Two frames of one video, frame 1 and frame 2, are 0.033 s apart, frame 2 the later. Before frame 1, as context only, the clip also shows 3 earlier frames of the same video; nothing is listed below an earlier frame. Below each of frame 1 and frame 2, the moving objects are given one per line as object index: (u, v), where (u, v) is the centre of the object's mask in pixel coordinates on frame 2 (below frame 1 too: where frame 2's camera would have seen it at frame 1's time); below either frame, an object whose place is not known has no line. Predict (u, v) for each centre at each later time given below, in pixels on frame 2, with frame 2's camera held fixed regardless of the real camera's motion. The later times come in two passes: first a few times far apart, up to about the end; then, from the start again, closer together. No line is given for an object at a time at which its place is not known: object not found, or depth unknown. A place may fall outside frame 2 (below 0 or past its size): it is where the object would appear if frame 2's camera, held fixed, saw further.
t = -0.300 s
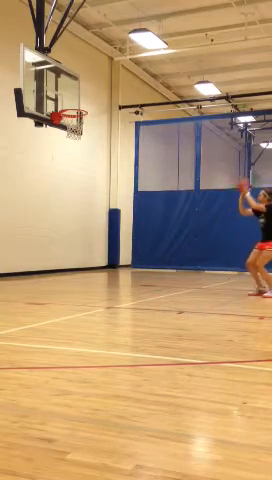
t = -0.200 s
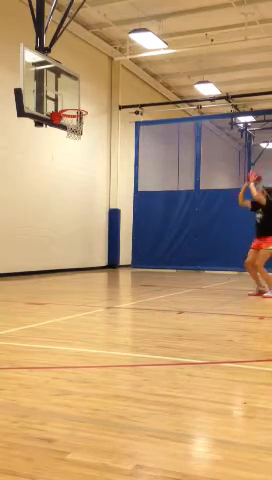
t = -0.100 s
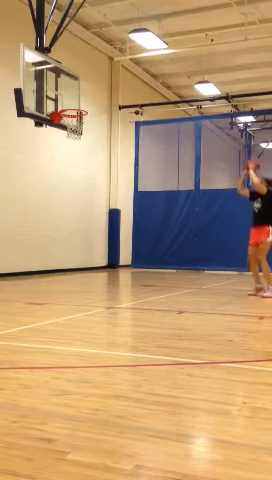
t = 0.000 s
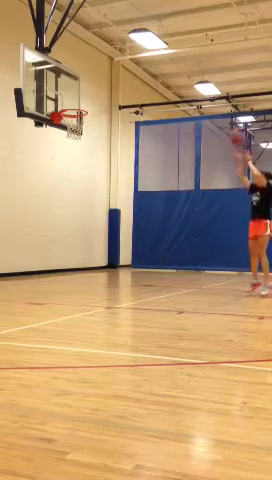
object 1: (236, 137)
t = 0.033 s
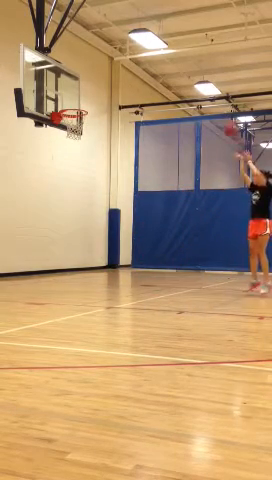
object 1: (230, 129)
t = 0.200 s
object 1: (195, 93)
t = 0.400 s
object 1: (154, 75)
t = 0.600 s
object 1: (115, 81)
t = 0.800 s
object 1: (77, 105)
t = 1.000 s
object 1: (72, 109)
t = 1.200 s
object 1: (82, 105)
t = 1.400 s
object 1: (79, 107)
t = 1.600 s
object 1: (67, 119)
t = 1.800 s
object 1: (64, 137)
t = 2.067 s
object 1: (66, 183)
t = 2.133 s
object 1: (66, 200)
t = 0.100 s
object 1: (216, 113)
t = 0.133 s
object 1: (209, 107)
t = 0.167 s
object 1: (202, 100)
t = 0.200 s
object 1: (195, 93)
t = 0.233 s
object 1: (187, 89)
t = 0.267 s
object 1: (181, 85)
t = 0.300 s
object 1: (174, 82)
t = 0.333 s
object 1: (167, 79)
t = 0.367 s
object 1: (161, 76)
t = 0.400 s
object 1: (154, 75)
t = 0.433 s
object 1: (148, 74)
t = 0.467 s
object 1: (141, 74)
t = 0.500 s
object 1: (135, 75)
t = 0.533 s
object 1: (128, 76)
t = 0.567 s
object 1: (121, 78)
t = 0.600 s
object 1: (115, 81)
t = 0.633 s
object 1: (108, 84)
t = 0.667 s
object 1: (102, 88)
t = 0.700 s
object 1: (95, 93)
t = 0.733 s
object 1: (89, 97)
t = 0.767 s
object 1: (82, 102)
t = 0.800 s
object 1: (77, 105)
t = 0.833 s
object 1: (73, 106)
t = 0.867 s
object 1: (69, 108)
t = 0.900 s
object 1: (68, 108)
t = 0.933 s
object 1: (68, 108)
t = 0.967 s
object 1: (69, 109)
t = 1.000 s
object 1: (72, 109)
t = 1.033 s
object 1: (74, 108)
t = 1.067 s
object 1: (77, 107)
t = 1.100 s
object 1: (80, 107)
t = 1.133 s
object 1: (81, 107)
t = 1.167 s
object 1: (81, 106)
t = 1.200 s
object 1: (82, 105)
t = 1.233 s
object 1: (82, 105)
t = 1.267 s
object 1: (82, 106)
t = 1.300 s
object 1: (82, 106)
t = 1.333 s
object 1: (82, 106)
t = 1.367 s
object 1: (81, 106)
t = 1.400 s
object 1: (79, 107)
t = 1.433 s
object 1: (78, 107)
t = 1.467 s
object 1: (76, 108)
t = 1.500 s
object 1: (74, 110)
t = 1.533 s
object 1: (71, 113)
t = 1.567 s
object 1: (69, 116)
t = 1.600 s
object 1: (67, 119)
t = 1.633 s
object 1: (67, 121)
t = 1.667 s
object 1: (65, 125)
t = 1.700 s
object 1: (63, 127)
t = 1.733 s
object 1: (63, 132)
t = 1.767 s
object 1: (63, 135)
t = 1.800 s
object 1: (64, 137)
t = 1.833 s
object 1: (64, 140)
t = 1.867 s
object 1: (64, 144)
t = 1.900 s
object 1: (64, 150)
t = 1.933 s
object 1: (65, 155)
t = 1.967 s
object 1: (65, 161)
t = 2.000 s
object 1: (65, 168)
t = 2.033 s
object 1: (66, 175)
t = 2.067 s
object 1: (66, 183)
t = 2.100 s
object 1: (66, 192)
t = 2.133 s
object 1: (66, 200)
